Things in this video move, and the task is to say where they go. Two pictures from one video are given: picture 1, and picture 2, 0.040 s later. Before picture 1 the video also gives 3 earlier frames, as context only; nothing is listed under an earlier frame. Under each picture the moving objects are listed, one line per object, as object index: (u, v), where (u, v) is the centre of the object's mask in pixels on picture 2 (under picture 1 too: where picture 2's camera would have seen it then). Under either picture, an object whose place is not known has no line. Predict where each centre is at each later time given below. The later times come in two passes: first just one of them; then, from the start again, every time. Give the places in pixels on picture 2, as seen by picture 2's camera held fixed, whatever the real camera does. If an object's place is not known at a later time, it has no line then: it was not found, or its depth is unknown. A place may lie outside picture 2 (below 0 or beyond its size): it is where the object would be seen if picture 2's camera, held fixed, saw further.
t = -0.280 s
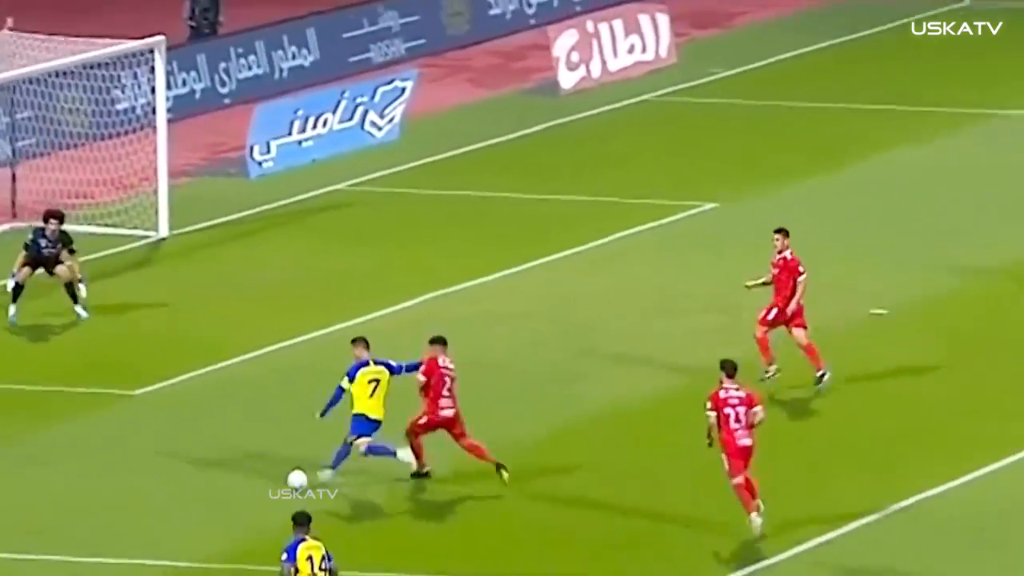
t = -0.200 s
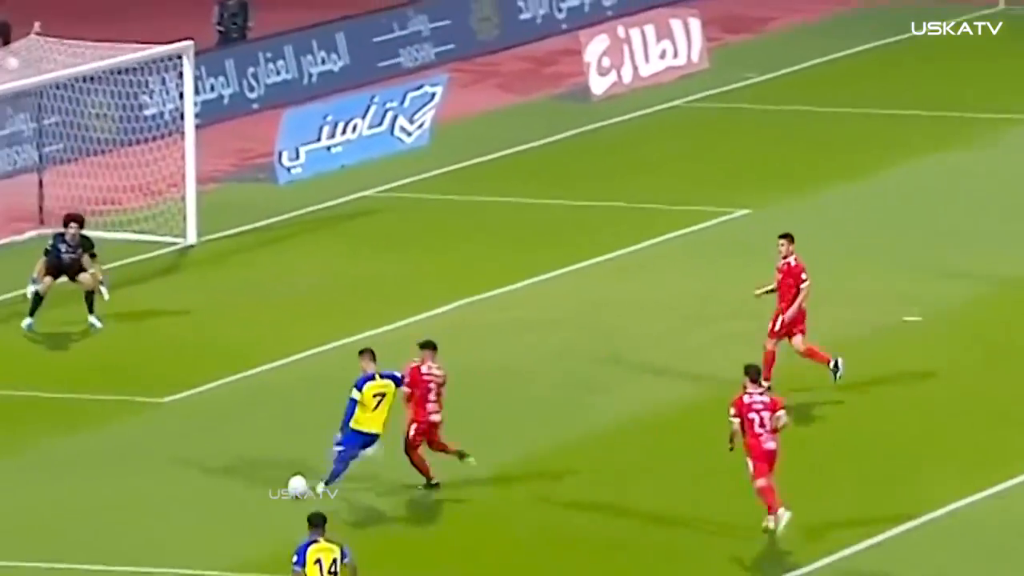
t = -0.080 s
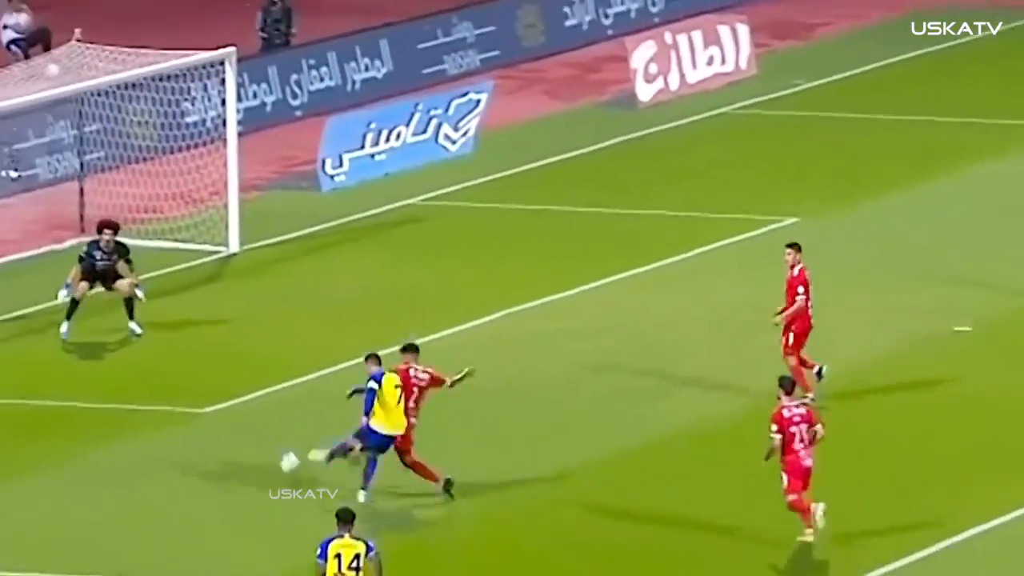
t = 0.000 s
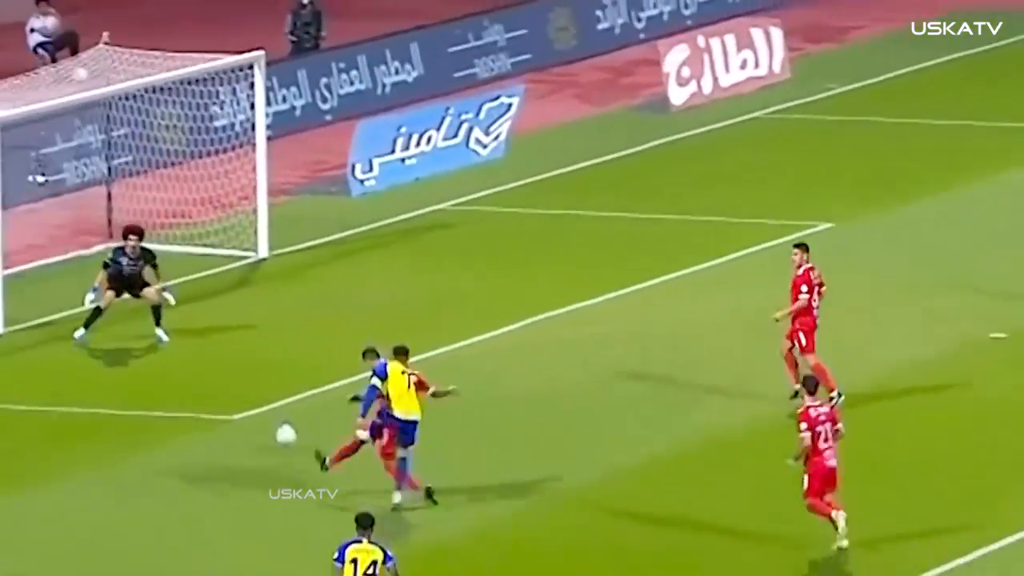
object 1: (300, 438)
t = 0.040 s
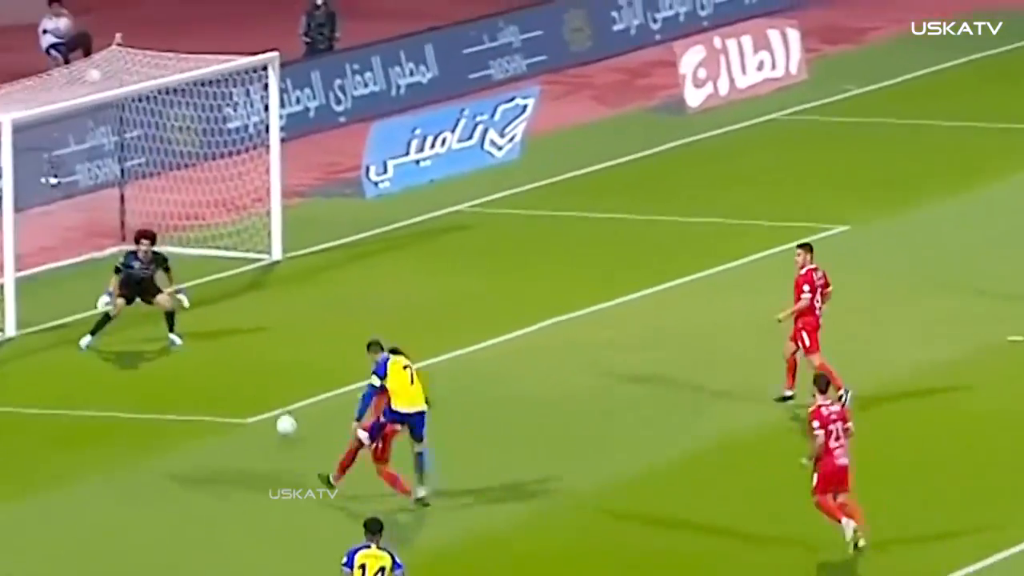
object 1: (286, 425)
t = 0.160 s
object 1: (256, 382)
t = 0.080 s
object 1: (275, 413)
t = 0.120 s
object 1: (265, 399)
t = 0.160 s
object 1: (256, 382)
